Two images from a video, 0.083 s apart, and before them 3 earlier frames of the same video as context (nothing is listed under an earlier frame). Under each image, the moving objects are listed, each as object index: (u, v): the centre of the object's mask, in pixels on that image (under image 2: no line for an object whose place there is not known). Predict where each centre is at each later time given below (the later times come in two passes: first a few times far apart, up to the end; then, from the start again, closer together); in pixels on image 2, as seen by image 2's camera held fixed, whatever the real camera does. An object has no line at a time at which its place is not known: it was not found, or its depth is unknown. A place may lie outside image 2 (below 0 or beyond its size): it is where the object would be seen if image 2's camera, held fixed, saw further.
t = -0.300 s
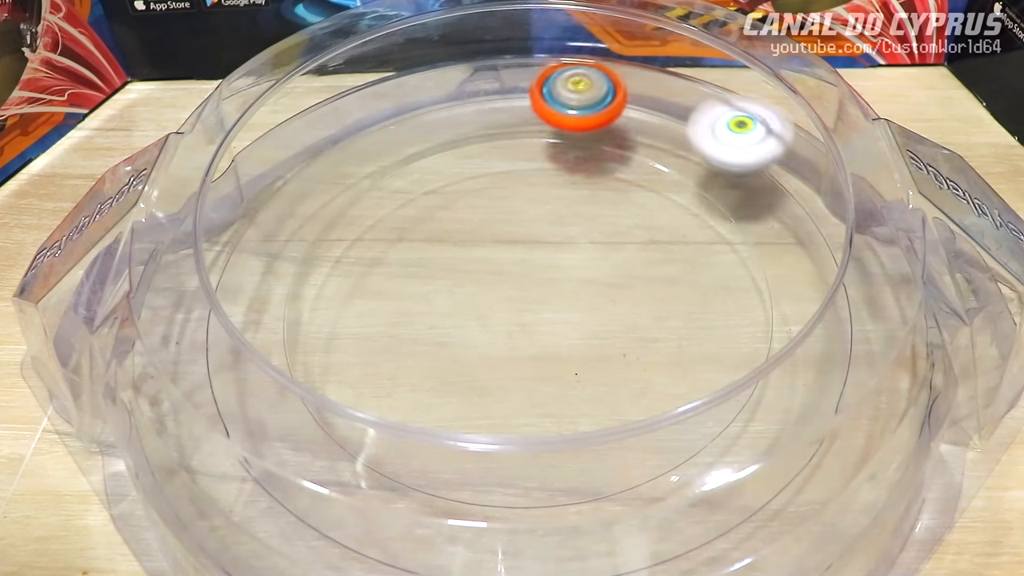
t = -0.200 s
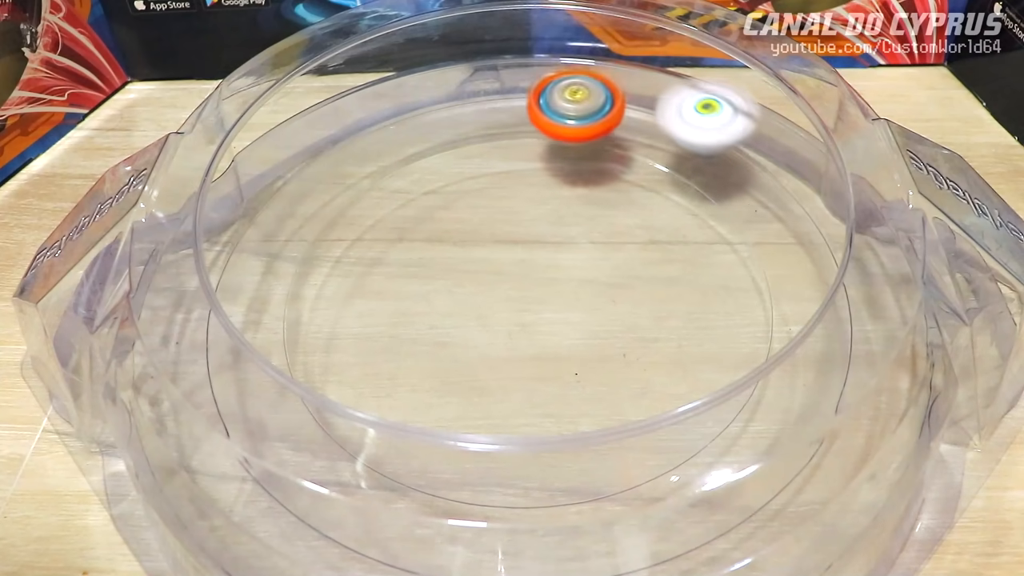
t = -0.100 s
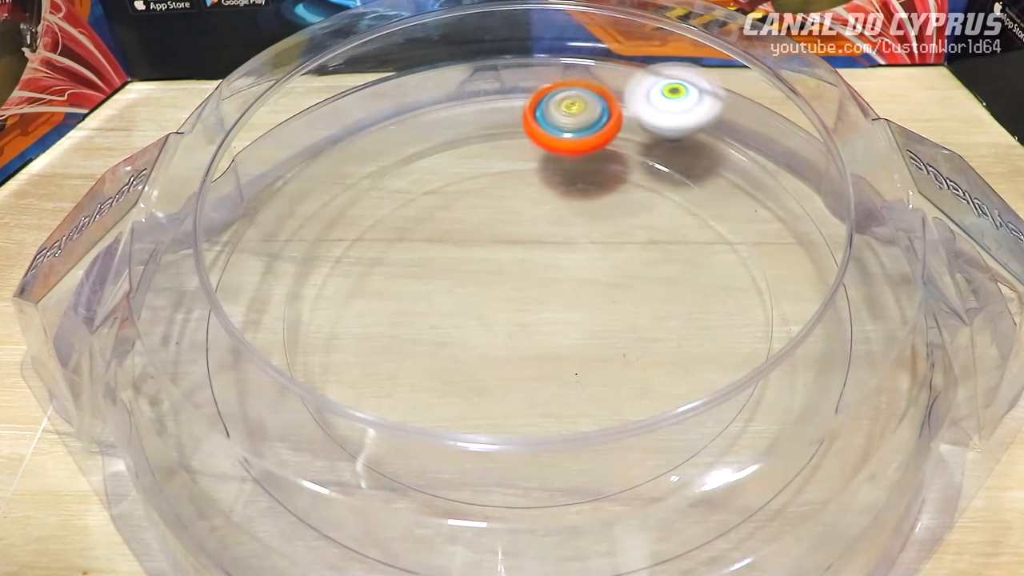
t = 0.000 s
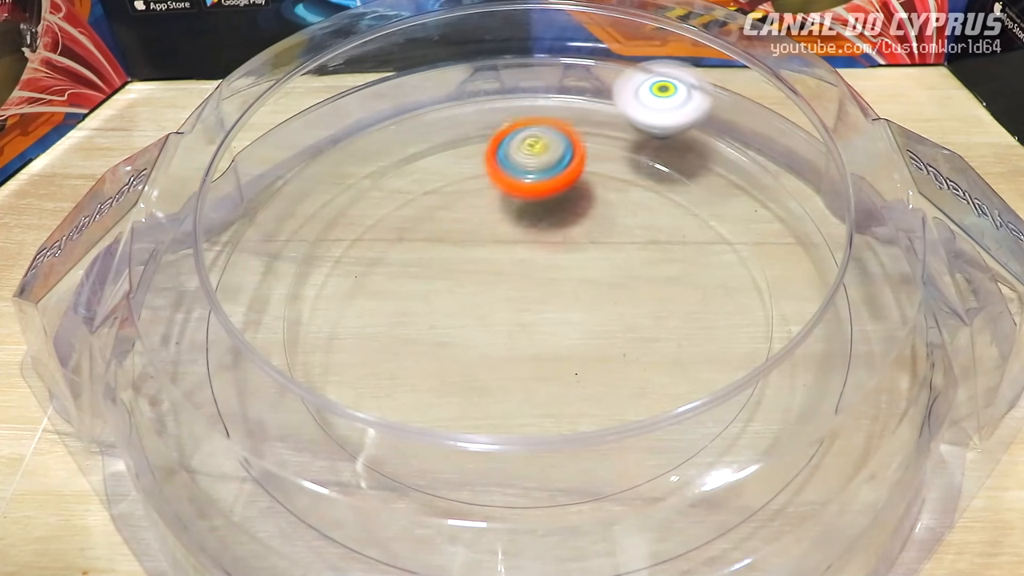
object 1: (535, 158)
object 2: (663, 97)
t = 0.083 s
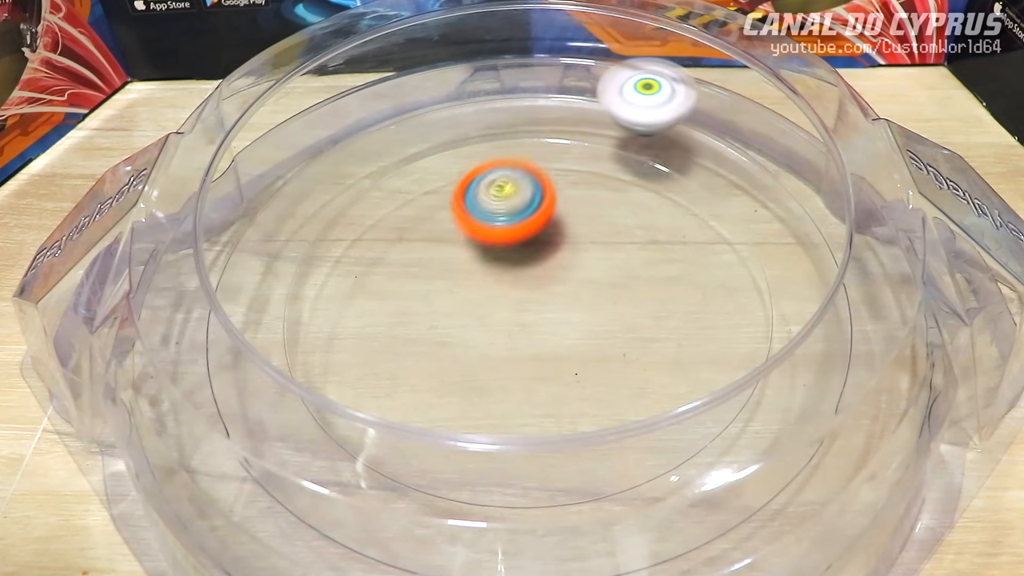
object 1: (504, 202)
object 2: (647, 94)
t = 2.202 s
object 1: (529, 317)
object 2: (671, 324)
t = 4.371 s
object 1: (565, 293)
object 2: (449, 267)
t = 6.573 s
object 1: (579, 393)
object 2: (474, 238)
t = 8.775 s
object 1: (481, 280)
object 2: (634, 356)
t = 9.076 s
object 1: (478, 295)
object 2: (555, 351)
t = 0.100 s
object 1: (498, 212)
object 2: (643, 94)
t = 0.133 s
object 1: (489, 231)
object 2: (637, 92)
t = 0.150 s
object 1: (485, 240)
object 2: (634, 92)
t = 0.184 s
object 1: (480, 259)
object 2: (627, 91)
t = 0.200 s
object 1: (478, 268)
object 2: (624, 91)
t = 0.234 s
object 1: (478, 286)
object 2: (618, 90)
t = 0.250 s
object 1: (479, 294)
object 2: (615, 90)
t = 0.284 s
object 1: (484, 307)
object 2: (609, 90)
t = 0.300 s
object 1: (488, 313)
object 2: (606, 91)
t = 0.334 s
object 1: (497, 323)
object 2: (600, 91)
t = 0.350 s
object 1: (502, 326)
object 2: (597, 91)
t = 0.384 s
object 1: (514, 332)
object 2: (591, 93)
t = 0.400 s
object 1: (520, 333)
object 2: (588, 93)
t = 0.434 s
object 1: (533, 334)
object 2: (582, 93)
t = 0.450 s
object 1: (539, 333)
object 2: (579, 93)
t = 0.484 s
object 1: (550, 330)
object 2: (574, 95)
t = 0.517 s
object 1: (559, 325)
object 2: (569, 96)
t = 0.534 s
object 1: (562, 323)
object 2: (566, 97)
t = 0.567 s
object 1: (567, 317)
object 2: (561, 98)
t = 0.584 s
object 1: (569, 314)
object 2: (558, 99)
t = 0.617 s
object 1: (571, 309)
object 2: (553, 101)
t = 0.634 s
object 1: (571, 306)
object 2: (551, 102)
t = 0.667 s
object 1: (569, 301)
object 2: (552, 108)
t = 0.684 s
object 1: (568, 299)
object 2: (554, 113)
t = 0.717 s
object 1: (564, 295)
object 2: (562, 130)
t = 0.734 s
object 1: (562, 294)
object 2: (567, 140)
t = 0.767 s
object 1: (557, 292)
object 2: (582, 162)
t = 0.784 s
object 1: (554, 291)
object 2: (589, 175)
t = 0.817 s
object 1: (548, 291)
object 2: (606, 206)
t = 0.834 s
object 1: (537, 297)
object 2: (621, 214)
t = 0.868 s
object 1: (513, 312)
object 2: (656, 229)
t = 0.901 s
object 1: (493, 323)
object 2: (680, 249)
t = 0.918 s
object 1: (484, 327)
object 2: (688, 263)
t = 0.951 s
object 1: (472, 334)
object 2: (692, 292)
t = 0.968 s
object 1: (468, 336)
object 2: (689, 307)
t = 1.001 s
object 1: (464, 341)
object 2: (670, 338)
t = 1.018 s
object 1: (464, 343)
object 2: (653, 354)
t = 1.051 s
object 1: (468, 346)
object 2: (609, 376)
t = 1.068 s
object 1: (470, 348)
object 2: (582, 385)
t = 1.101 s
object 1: (459, 347)
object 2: (549, 392)
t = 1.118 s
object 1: (451, 346)
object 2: (543, 397)
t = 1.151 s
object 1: (435, 341)
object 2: (525, 402)
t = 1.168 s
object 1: (428, 338)
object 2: (513, 403)
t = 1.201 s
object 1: (416, 333)
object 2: (486, 402)
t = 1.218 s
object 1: (412, 332)
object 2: (472, 400)
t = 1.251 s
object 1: (403, 323)
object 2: (453, 395)
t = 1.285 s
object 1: (396, 313)
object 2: (437, 391)
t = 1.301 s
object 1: (394, 308)
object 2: (430, 388)
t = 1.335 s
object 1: (393, 299)
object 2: (421, 378)
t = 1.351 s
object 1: (390, 290)
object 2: (425, 381)
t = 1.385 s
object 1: (382, 265)
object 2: (438, 387)
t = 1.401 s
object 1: (380, 253)
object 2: (444, 389)
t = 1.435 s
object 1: (377, 232)
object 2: (456, 393)
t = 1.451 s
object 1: (376, 224)
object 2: (460, 394)
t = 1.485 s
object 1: (377, 210)
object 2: (471, 397)
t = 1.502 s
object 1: (377, 205)
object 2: (477, 397)
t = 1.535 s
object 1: (380, 200)
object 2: (487, 399)
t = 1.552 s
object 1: (381, 198)
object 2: (493, 398)
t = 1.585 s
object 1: (385, 199)
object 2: (504, 398)
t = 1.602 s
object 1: (386, 200)
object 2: (509, 399)
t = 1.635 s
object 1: (390, 207)
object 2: (519, 398)
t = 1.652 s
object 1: (392, 212)
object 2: (525, 397)
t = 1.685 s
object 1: (397, 225)
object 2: (536, 396)
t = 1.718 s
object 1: (401, 242)
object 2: (545, 395)
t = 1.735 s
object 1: (403, 252)
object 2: (550, 394)
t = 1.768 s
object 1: (409, 272)
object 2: (559, 391)
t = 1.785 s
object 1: (413, 282)
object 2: (563, 390)
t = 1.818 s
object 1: (422, 300)
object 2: (573, 387)
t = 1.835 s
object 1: (428, 308)
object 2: (578, 386)
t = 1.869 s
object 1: (441, 323)
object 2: (585, 382)
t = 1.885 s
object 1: (449, 328)
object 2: (590, 379)
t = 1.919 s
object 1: (464, 337)
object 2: (598, 374)
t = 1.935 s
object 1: (472, 339)
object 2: (601, 371)
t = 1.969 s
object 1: (488, 343)
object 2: (609, 365)
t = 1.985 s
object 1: (494, 343)
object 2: (613, 362)
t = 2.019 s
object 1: (504, 341)
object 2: (621, 356)
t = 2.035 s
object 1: (508, 339)
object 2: (628, 353)
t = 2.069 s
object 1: (514, 335)
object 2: (638, 347)
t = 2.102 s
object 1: (519, 330)
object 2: (648, 341)
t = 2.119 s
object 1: (521, 328)
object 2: (653, 338)
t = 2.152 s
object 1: (525, 323)
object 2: (660, 332)
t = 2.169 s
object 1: (526, 321)
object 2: (664, 329)
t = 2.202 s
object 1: (529, 317)
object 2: (671, 324)
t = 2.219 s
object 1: (530, 315)
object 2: (673, 322)
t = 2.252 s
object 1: (531, 311)
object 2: (678, 316)
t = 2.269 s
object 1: (532, 310)
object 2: (680, 313)
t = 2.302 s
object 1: (532, 307)
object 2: (680, 308)
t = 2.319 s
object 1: (532, 305)
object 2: (681, 305)
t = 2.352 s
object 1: (532, 303)
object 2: (681, 300)
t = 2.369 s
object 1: (531, 302)
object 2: (679, 297)
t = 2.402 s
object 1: (530, 300)
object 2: (678, 292)
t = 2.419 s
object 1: (529, 299)
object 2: (676, 289)
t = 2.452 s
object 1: (528, 297)
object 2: (672, 284)
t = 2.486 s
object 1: (527, 295)
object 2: (666, 278)
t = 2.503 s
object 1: (526, 294)
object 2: (662, 275)
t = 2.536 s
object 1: (524, 293)
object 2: (658, 269)
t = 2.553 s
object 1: (523, 293)
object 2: (655, 266)
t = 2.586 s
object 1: (522, 292)
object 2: (651, 260)
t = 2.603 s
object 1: (521, 292)
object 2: (649, 257)
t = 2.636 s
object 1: (519, 291)
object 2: (643, 251)
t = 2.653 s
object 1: (518, 291)
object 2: (641, 248)
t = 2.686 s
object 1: (517, 291)
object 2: (634, 243)
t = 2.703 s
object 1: (517, 290)
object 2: (631, 240)
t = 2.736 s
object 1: (515, 290)
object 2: (624, 236)
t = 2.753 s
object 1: (515, 290)
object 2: (620, 234)
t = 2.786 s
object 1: (514, 290)
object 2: (614, 230)
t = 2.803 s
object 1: (513, 290)
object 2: (610, 228)
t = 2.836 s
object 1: (512, 290)
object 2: (604, 223)
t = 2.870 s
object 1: (511, 291)
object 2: (597, 218)
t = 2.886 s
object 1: (511, 292)
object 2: (594, 215)
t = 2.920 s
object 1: (510, 292)
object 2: (590, 211)
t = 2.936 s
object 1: (510, 293)
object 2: (586, 208)
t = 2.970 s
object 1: (510, 293)
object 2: (582, 204)
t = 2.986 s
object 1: (510, 293)
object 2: (579, 202)
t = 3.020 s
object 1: (510, 294)
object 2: (575, 200)
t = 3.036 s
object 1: (510, 294)
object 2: (572, 199)
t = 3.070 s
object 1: (510, 294)
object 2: (566, 198)
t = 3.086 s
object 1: (510, 294)
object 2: (563, 198)
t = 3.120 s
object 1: (511, 294)
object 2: (556, 198)
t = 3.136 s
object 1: (511, 294)
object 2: (554, 199)
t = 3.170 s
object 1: (512, 294)
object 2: (546, 200)
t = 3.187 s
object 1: (509, 298)
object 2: (545, 197)
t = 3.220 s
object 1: (503, 305)
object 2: (543, 190)
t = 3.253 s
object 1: (502, 309)
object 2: (542, 186)
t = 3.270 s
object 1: (502, 310)
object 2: (540, 186)
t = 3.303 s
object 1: (503, 312)
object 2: (539, 184)
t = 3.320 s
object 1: (504, 312)
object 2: (538, 185)
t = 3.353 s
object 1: (507, 313)
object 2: (535, 186)
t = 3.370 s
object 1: (508, 314)
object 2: (534, 188)
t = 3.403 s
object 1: (511, 314)
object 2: (530, 193)
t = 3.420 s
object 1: (513, 314)
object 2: (529, 195)
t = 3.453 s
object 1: (516, 314)
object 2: (523, 202)
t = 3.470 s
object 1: (517, 314)
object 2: (521, 205)
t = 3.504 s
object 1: (520, 313)
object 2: (516, 212)
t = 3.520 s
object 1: (522, 313)
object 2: (512, 215)
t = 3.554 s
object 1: (523, 316)
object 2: (509, 218)
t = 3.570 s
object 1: (524, 316)
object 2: (505, 219)
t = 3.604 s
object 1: (526, 318)
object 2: (501, 222)
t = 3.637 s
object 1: (529, 319)
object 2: (494, 224)
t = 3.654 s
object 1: (530, 319)
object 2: (492, 225)
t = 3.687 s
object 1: (533, 319)
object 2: (486, 228)
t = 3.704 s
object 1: (534, 318)
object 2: (484, 229)
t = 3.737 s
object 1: (537, 318)
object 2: (480, 232)
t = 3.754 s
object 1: (538, 318)
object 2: (478, 233)
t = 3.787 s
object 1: (541, 317)
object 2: (475, 235)
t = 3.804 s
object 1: (542, 316)
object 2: (472, 236)
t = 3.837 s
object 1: (545, 315)
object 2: (470, 238)
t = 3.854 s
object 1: (546, 314)
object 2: (467, 239)
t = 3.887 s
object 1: (548, 313)
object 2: (465, 242)
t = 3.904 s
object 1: (550, 312)
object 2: (463, 243)
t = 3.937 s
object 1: (551, 310)
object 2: (461, 244)
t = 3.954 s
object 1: (552, 309)
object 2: (459, 246)
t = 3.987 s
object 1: (553, 307)
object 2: (459, 248)
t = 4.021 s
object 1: (555, 306)
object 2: (455, 251)
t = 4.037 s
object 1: (556, 306)
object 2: (454, 251)
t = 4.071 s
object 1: (557, 304)
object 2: (452, 254)
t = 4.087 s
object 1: (557, 303)
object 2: (452, 254)
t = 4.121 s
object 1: (557, 301)
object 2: (451, 258)
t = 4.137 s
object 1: (559, 301)
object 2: (450, 258)
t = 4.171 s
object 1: (563, 301)
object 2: (444, 257)
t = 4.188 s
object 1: (564, 301)
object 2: (442, 256)
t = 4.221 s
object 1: (565, 299)
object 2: (439, 256)
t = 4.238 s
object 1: (565, 298)
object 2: (439, 256)
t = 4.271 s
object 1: (565, 297)
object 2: (440, 258)
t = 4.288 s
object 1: (564, 296)
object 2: (442, 259)
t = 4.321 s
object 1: (563, 294)
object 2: (447, 262)
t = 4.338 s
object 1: (562, 293)
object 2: (449, 264)
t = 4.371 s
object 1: (565, 293)
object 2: (449, 267)
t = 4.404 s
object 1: (566, 292)
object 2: (449, 271)
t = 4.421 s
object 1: (566, 291)
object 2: (448, 272)
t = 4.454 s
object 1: (566, 290)
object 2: (449, 275)
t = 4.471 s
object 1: (567, 290)
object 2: (444, 277)
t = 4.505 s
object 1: (568, 289)
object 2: (439, 279)
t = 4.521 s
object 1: (568, 289)
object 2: (436, 279)
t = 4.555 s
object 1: (567, 288)
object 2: (434, 281)
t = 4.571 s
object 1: (566, 288)
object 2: (432, 282)
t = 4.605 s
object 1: (564, 287)
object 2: (432, 284)
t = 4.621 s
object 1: (563, 287)
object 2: (433, 285)
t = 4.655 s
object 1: (560, 287)
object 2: (435, 288)
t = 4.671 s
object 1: (559, 287)
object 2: (437, 289)
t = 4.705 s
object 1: (557, 287)
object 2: (442, 293)
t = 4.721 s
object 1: (558, 286)
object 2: (441, 295)
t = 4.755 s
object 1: (561, 285)
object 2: (435, 299)
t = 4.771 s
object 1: (561, 285)
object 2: (433, 301)
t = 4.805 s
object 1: (560, 284)
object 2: (430, 303)
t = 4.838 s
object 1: (558, 284)
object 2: (429, 305)
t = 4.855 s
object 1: (557, 284)
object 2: (429, 305)
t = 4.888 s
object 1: (555, 285)
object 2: (432, 306)
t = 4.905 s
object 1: (553, 285)
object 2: (436, 306)
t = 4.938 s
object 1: (552, 285)
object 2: (442, 307)
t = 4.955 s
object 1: (553, 285)
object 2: (443, 308)
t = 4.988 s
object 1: (561, 285)
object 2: (432, 309)
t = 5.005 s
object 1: (563, 284)
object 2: (427, 310)
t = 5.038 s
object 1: (565, 284)
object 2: (421, 309)
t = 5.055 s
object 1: (565, 284)
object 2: (419, 309)
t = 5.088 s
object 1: (564, 284)
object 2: (418, 307)
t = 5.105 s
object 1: (563, 284)
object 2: (418, 306)
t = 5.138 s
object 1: (562, 284)
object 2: (424, 305)
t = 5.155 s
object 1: (561, 284)
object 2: (427, 304)
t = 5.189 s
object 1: (559, 285)
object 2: (437, 302)
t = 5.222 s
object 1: (560, 286)
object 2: (448, 299)
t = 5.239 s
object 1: (568, 287)
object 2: (440, 295)
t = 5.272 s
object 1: (584, 287)
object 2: (431, 288)
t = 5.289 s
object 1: (589, 287)
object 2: (428, 285)
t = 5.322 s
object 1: (593, 287)
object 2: (430, 280)
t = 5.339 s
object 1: (594, 287)
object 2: (432, 277)
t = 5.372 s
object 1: (594, 287)
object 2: (441, 273)
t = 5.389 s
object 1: (593, 286)
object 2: (447, 271)
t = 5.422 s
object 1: (591, 287)
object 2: (464, 272)
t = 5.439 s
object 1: (590, 287)
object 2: (472, 272)
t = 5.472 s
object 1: (607, 291)
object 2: (465, 269)
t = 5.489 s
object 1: (621, 295)
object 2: (453, 263)
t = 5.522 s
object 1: (644, 300)
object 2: (435, 251)
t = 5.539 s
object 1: (652, 304)
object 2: (431, 245)
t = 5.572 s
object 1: (663, 306)
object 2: (426, 232)
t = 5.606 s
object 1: (666, 309)
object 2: (426, 222)
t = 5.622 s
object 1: (666, 309)
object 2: (429, 219)
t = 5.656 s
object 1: (663, 308)
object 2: (436, 214)
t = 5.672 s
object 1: (660, 308)
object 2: (442, 213)
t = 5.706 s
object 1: (654, 306)
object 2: (454, 214)
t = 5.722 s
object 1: (650, 305)
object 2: (461, 216)
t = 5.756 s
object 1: (640, 302)
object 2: (477, 223)
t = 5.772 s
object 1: (635, 301)
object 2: (486, 228)
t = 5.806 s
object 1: (624, 298)
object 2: (502, 242)
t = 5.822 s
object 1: (617, 297)
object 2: (510, 251)
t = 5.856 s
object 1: (620, 300)
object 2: (497, 261)
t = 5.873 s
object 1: (628, 303)
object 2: (481, 259)
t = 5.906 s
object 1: (638, 309)
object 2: (453, 255)
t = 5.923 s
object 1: (640, 312)
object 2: (441, 250)
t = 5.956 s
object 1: (640, 314)
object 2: (422, 243)
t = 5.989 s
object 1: (638, 316)
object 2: (407, 234)
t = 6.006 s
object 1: (636, 318)
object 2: (401, 230)
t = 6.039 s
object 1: (632, 319)
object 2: (391, 223)
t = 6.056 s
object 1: (628, 320)
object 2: (386, 219)
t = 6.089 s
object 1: (622, 322)
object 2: (378, 213)
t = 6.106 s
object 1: (618, 322)
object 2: (374, 210)
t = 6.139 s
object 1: (610, 323)
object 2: (370, 205)
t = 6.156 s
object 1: (606, 324)
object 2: (369, 203)
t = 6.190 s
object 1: (597, 325)
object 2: (371, 200)
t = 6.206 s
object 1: (592, 325)
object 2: (373, 200)
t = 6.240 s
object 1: (582, 326)
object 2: (379, 202)
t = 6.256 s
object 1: (577, 326)
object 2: (384, 203)
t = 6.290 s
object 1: (568, 326)
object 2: (394, 208)
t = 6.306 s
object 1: (563, 326)
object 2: (400, 212)
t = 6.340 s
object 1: (554, 326)
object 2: (415, 223)
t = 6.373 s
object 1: (546, 326)
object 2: (431, 235)
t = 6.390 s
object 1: (542, 326)
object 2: (440, 242)
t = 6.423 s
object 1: (534, 326)
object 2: (456, 258)
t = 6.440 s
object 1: (533, 328)
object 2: (461, 265)
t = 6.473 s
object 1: (549, 353)
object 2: (453, 247)
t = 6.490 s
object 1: (556, 363)
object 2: (451, 240)
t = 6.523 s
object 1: (569, 381)
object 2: (455, 233)
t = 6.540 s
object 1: (574, 387)
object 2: (459, 233)
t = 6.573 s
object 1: (579, 393)
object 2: (474, 238)
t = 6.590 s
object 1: (580, 394)
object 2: (483, 241)
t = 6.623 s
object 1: (578, 395)
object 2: (498, 254)
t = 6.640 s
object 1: (577, 396)
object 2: (505, 262)
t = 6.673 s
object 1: (573, 395)
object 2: (513, 279)
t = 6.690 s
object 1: (570, 395)
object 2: (515, 289)
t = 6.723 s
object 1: (565, 392)
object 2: (514, 306)
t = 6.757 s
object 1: (563, 393)
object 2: (501, 313)
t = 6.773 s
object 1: (563, 394)
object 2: (493, 315)
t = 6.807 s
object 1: (560, 394)
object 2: (477, 315)
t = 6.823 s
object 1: (559, 393)
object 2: (468, 313)
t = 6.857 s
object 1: (555, 391)
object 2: (452, 306)
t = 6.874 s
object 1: (553, 389)
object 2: (447, 302)
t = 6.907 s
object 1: (548, 384)
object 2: (439, 288)
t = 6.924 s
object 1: (545, 381)
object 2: (438, 283)
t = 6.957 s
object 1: (540, 375)
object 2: (444, 270)
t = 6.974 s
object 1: (538, 371)
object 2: (448, 265)
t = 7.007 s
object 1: (532, 364)
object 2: (463, 257)
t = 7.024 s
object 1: (530, 360)
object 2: (474, 254)
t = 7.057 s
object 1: (525, 351)
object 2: (495, 252)
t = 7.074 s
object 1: (522, 347)
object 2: (507, 254)
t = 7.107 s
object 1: (518, 343)
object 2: (529, 257)
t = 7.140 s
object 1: (511, 346)
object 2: (553, 252)
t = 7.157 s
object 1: (508, 346)
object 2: (563, 253)
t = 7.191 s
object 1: (504, 344)
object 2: (582, 259)
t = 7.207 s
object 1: (502, 342)
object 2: (590, 264)
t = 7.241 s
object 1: (499, 338)
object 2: (603, 277)
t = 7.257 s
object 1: (497, 335)
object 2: (608, 285)
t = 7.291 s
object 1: (495, 331)
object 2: (611, 301)
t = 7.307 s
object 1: (494, 328)
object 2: (610, 310)
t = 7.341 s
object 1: (489, 323)
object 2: (603, 326)
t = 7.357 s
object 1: (485, 321)
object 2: (596, 333)
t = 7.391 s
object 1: (480, 319)
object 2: (598, 345)
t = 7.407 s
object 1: (476, 317)
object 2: (599, 352)
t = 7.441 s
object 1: (471, 313)
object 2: (601, 364)
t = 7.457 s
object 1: (470, 311)
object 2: (599, 371)
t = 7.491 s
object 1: (469, 307)
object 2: (594, 380)
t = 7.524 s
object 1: (470, 304)
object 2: (584, 386)
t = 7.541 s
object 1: (470, 303)
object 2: (578, 387)
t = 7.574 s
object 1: (472, 300)
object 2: (562, 388)
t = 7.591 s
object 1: (473, 298)
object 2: (553, 387)
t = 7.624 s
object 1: (474, 296)
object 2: (538, 381)
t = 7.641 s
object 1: (474, 294)
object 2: (532, 376)
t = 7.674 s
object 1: (474, 288)
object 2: (521, 364)
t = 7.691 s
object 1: (474, 285)
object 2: (517, 357)
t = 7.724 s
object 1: (478, 275)
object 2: (518, 358)
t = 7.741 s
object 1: (480, 267)
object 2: (517, 362)
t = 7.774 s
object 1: (483, 249)
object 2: (519, 367)
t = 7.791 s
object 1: (485, 242)
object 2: (519, 370)
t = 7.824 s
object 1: (488, 229)
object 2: (520, 375)
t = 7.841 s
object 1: (488, 222)
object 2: (520, 376)
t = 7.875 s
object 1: (489, 211)
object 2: (521, 377)
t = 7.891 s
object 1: (489, 206)
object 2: (521, 376)
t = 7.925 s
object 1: (488, 199)
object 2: (521, 374)
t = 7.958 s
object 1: (488, 194)
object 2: (523, 369)
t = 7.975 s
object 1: (488, 194)
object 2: (524, 367)
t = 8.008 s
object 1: (488, 193)
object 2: (526, 361)
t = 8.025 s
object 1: (488, 193)
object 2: (527, 357)
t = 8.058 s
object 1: (489, 195)
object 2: (529, 349)
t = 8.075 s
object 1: (490, 196)
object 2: (530, 344)
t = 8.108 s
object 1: (492, 199)
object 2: (537, 332)
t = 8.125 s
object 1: (492, 202)
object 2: (542, 326)
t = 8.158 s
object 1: (495, 206)
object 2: (553, 315)
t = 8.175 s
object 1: (497, 209)
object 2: (558, 310)
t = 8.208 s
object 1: (501, 215)
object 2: (571, 301)
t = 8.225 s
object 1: (502, 219)
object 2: (578, 297)
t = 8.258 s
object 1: (507, 226)
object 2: (591, 290)
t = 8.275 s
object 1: (509, 230)
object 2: (597, 287)
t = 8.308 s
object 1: (513, 238)
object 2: (609, 284)
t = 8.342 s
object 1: (517, 247)
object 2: (619, 282)
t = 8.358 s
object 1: (520, 251)
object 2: (622, 281)
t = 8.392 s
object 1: (524, 259)
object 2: (628, 280)
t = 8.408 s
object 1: (526, 263)
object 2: (630, 279)
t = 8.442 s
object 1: (527, 267)
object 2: (637, 282)
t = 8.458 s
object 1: (526, 268)
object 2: (640, 284)
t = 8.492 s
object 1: (527, 271)
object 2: (643, 289)
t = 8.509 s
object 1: (528, 271)
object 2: (642, 291)
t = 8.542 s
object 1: (529, 273)
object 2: (637, 296)
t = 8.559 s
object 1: (531, 275)
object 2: (634, 298)
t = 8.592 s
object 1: (519, 272)
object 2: (645, 308)
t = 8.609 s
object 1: (509, 268)
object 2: (653, 313)
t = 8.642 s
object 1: (493, 265)
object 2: (660, 323)
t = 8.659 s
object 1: (489, 263)
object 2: (661, 329)
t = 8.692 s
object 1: (481, 265)
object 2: (661, 340)
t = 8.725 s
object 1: (478, 270)
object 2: (655, 347)
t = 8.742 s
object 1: (479, 273)
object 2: (650, 350)
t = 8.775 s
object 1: (481, 280)
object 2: (634, 356)
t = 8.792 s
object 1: (481, 284)
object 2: (627, 357)
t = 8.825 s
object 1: (486, 293)
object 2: (607, 358)
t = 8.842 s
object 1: (488, 297)
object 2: (596, 357)
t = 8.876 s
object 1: (492, 304)
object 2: (577, 353)
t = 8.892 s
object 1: (491, 304)
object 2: (573, 352)
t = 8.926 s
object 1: (486, 300)
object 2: (574, 357)
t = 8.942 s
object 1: (484, 298)
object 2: (574, 359)
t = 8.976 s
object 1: (480, 293)
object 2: (570, 361)
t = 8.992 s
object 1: (479, 293)
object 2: (569, 360)
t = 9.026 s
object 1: (479, 293)
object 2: (563, 358)
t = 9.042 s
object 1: (480, 294)
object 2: (559, 356)
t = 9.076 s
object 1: (478, 295)
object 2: (555, 351)
